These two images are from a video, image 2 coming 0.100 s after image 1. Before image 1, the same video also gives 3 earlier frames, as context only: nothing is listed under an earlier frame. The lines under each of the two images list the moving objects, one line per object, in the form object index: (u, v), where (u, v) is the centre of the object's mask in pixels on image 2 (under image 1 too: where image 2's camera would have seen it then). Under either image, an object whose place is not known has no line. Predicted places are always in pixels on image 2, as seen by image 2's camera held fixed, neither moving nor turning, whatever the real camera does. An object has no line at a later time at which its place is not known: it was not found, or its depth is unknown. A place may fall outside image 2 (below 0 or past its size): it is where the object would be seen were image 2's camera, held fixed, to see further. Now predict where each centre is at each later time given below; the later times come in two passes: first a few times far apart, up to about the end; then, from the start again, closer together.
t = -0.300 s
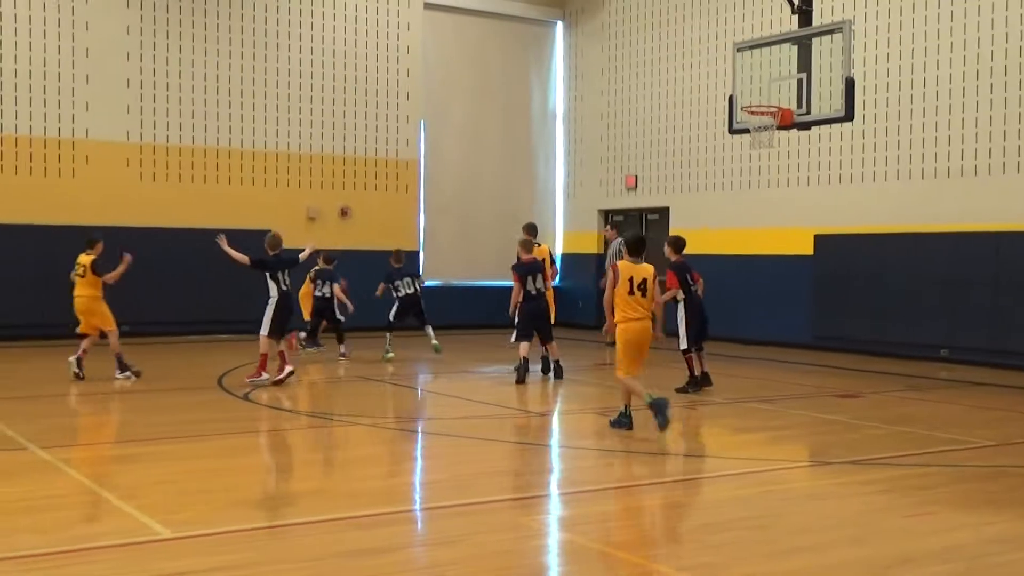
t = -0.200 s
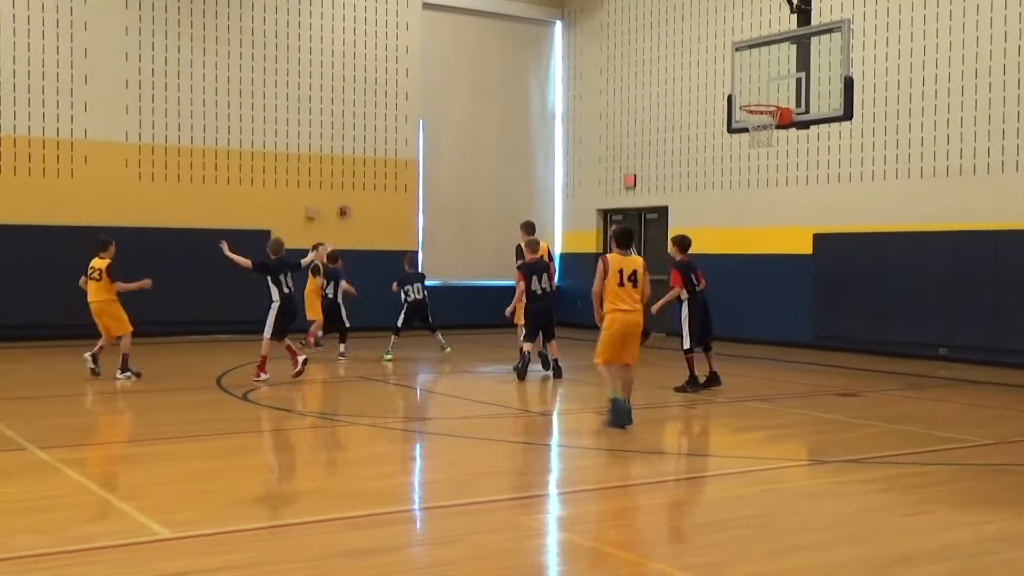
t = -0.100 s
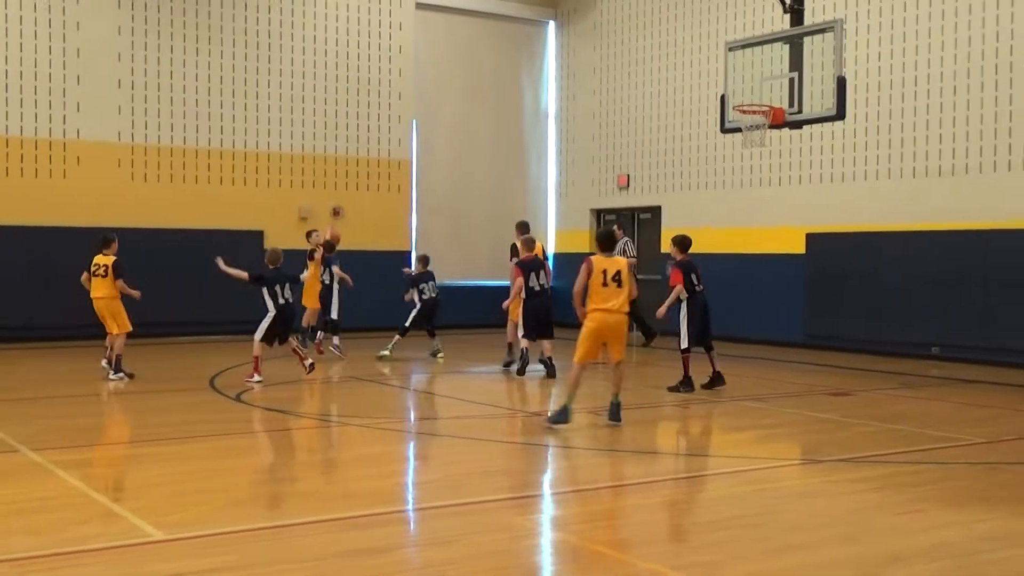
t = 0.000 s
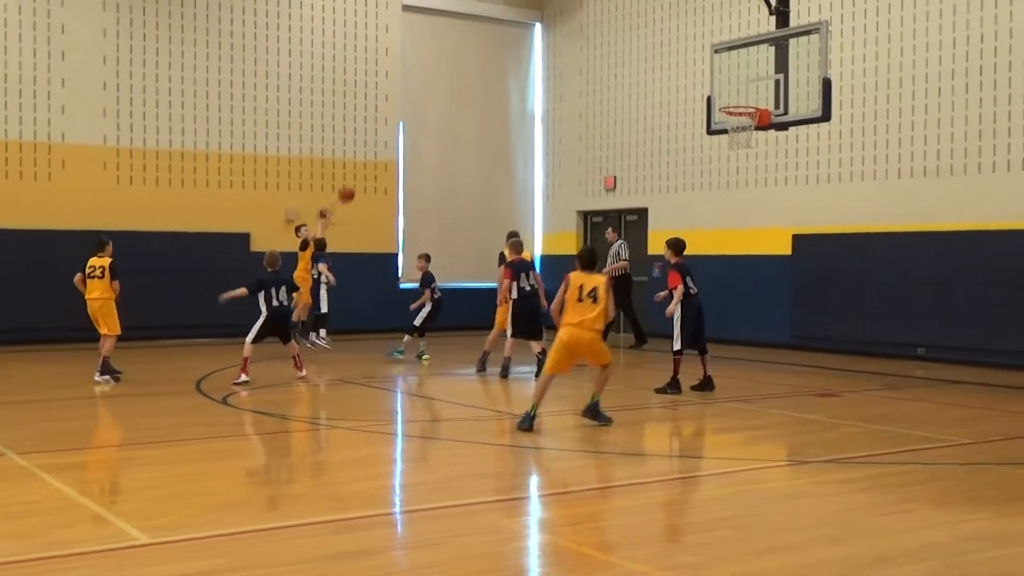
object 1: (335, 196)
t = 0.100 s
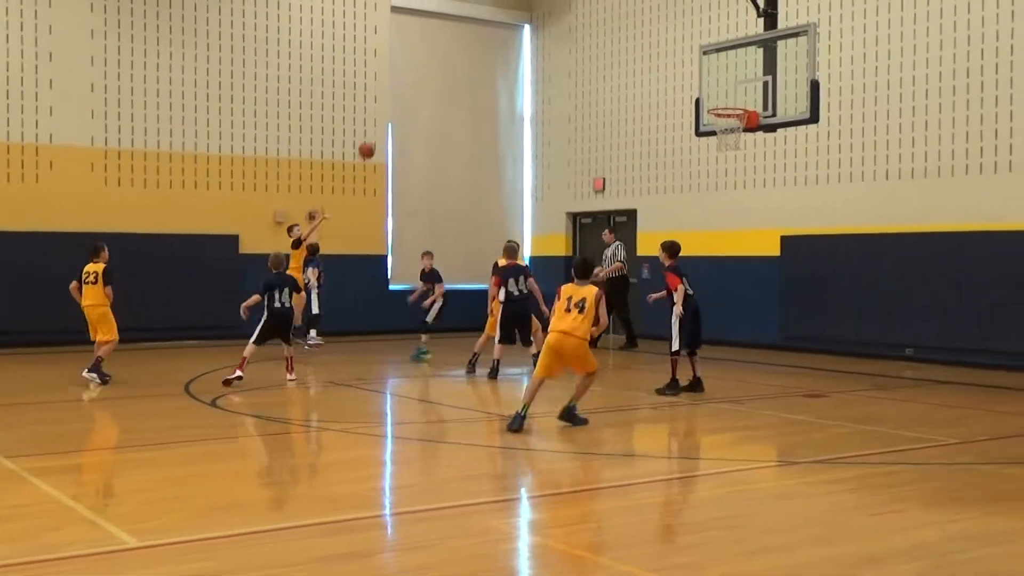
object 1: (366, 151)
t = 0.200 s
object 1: (398, 112)
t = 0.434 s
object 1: (474, 47)
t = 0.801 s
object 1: (599, 26)
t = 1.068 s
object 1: (695, 78)
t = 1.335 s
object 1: (744, 154)
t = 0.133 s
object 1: (377, 137)
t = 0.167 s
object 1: (388, 124)
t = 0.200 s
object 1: (398, 112)
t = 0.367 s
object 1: (452, 62)
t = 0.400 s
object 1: (463, 54)
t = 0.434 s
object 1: (474, 47)
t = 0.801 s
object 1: (599, 26)
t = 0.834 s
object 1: (611, 29)
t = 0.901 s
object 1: (634, 38)
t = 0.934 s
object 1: (647, 44)
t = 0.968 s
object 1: (659, 51)
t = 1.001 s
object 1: (671, 59)
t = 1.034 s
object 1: (683, 68)
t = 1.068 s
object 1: (695, 78)
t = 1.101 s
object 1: (708, 88)
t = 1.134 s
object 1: (720, 99)
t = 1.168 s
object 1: (733, 116)
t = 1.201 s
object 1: (738, 124)
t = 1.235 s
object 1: (741, 131)
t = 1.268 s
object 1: (742, 141)
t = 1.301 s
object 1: (743, 146)
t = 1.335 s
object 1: (744, 154)
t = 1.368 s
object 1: (745, 162)
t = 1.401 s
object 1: (746, 172)
